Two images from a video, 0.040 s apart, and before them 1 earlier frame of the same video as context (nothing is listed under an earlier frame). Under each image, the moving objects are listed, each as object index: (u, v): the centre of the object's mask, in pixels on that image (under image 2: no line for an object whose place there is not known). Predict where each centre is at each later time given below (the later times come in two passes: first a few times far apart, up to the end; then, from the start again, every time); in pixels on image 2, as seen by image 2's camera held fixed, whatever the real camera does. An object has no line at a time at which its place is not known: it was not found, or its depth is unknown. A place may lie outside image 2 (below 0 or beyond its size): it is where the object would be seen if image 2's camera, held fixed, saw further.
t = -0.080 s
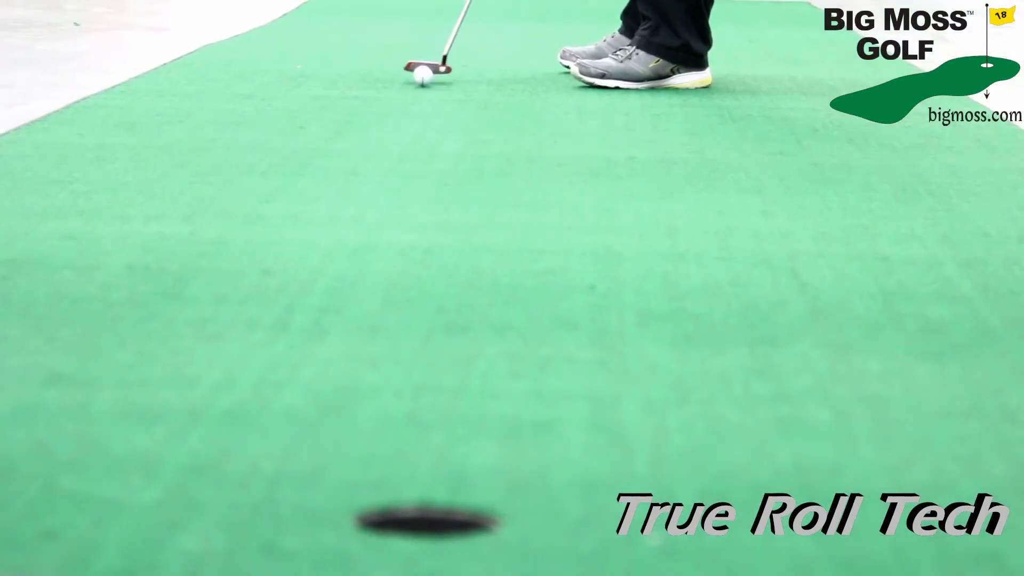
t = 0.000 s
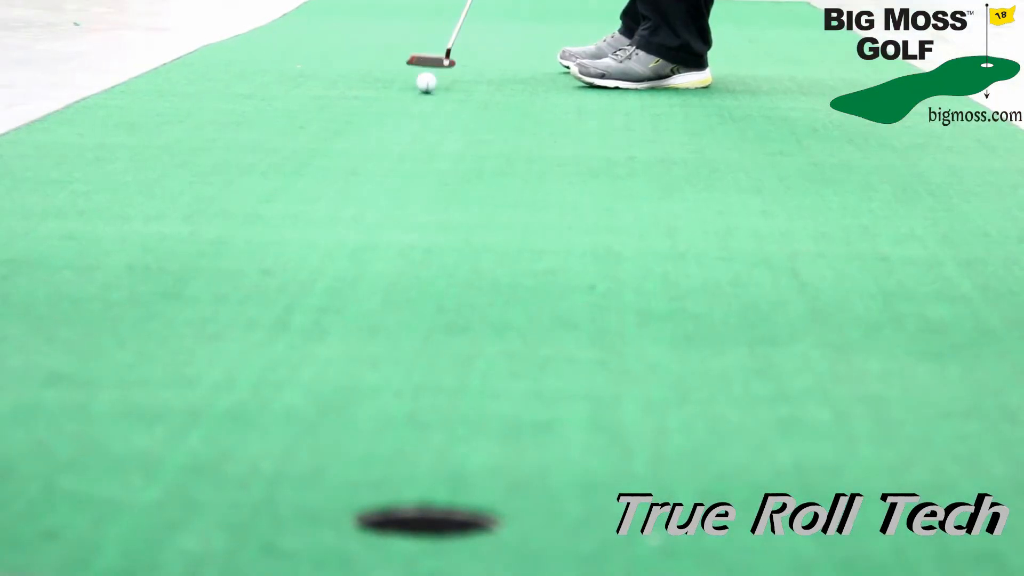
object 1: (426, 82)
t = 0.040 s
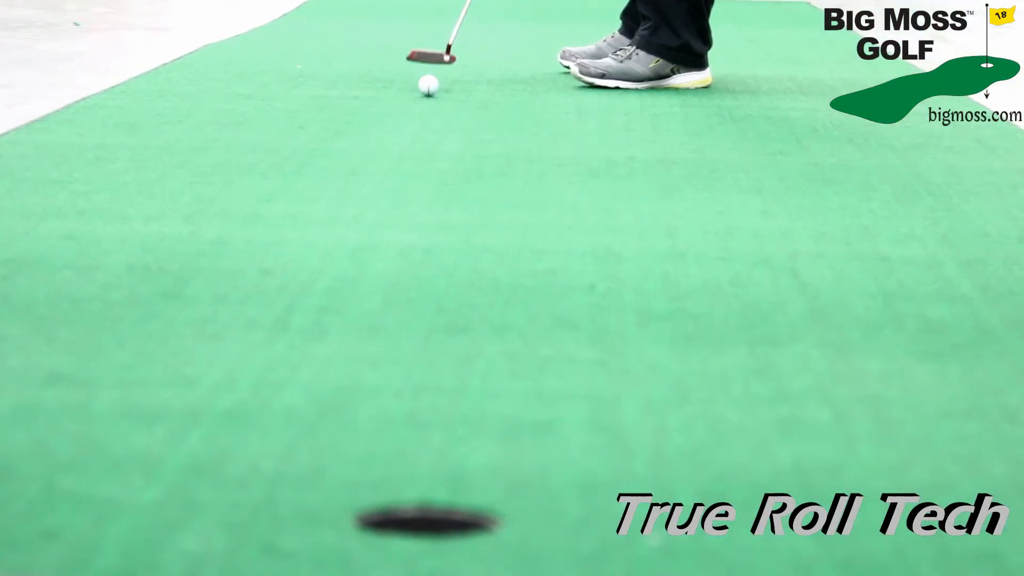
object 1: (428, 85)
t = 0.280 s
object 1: (437, 104)
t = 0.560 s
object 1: (447, 129)
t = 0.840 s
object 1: (455, 155)
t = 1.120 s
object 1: (464, 188)
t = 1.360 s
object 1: (471, 220)
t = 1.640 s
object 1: (473, 264)
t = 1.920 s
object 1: (472, 315)
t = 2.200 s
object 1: (468, 360)
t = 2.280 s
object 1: (466, 374)
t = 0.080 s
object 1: (430, 89)
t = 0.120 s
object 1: (432, 92)
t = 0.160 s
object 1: (433, 95)
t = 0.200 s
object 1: (435, 97)
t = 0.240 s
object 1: (436, 101)
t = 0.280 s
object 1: (437, 104)
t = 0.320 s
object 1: (439, 107)
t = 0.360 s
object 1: (440, 111)
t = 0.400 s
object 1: (442, 115)
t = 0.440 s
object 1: (443, 118)
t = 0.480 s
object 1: (444, 121)
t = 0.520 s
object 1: (446, 125)
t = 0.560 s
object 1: (447, 129)
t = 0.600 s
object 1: (448, 132)
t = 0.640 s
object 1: (450, 136)
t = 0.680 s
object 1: (451, 140)
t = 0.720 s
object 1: (452, 143)
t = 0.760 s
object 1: (453, 147)
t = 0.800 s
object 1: (454, 151)
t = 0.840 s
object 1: (455, 155)
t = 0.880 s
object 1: (456, 159)
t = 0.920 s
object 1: (458, 164)
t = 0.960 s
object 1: (458, 168)
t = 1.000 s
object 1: (460, 173)
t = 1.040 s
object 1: (461, 178)
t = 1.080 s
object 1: (462, 183)
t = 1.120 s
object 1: (464, 188)
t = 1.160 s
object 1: (465, 193)
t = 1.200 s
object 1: (466, 199)
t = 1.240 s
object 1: (468, 203)
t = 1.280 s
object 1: (469, 209)
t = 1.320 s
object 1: (470, 214)
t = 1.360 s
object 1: (471, 220)
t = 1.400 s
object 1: (471, 225)
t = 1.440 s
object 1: (472, 231)
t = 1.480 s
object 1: (472, 238)
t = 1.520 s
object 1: (473, 244)
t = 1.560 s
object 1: (473, 250)
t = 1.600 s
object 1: (473, 257)
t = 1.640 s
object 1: (473, 264)
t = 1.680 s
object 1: (473, 271)
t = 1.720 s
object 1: (473, 278)
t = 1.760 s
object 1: (473, 286)
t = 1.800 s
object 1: (473, 292)
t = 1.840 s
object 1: (472, 300)
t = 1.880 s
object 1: (472, 308)
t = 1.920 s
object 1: (472, 315)
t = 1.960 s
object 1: (471, 322)
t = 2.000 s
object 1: (471, 328)
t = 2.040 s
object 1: (471, 334)
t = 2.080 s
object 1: (470, 341)
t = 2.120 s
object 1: (470, 347)
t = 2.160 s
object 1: (469, 354)
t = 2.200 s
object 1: (468, 360)
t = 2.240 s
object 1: (467, 366)
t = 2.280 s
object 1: (466, 374)
